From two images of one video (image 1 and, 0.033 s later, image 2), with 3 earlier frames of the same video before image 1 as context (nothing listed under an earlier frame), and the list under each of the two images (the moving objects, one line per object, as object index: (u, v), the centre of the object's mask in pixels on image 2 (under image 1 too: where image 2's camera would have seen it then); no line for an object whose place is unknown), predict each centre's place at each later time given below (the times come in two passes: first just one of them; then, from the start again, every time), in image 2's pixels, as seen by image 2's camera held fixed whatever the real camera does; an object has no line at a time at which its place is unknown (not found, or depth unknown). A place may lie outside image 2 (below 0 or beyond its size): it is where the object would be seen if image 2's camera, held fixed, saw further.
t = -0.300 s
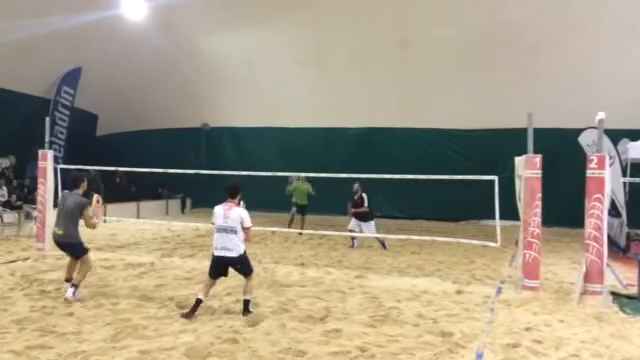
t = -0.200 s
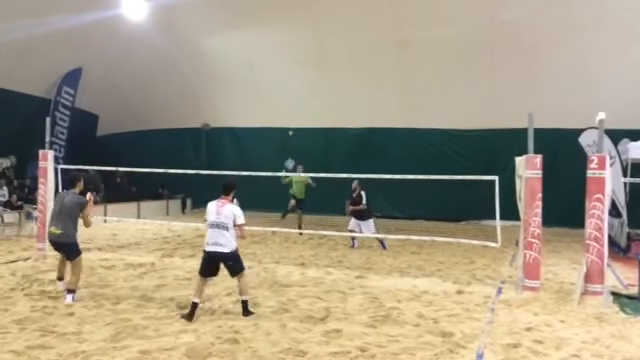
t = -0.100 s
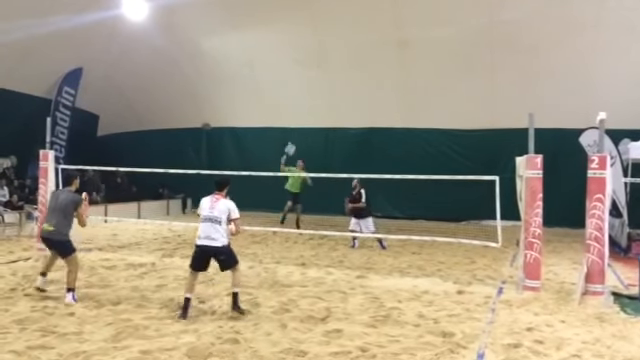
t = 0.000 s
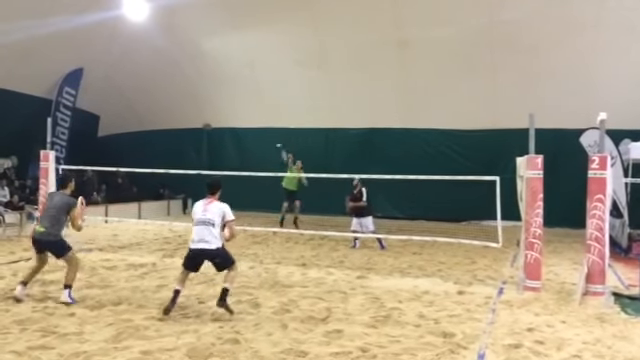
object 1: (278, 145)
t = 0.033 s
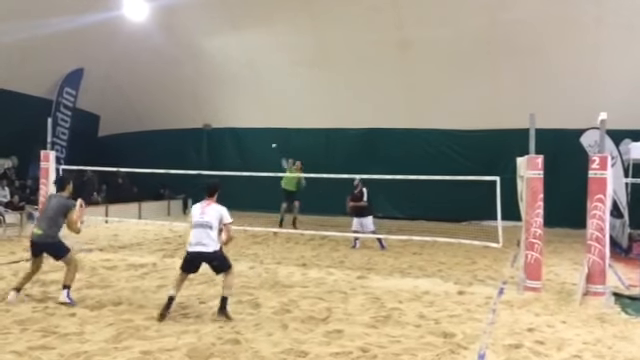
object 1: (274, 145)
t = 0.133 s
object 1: (255, 150)
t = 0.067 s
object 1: (268, 146)
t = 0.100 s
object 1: (261, 148)
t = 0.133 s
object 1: (255, 150)
